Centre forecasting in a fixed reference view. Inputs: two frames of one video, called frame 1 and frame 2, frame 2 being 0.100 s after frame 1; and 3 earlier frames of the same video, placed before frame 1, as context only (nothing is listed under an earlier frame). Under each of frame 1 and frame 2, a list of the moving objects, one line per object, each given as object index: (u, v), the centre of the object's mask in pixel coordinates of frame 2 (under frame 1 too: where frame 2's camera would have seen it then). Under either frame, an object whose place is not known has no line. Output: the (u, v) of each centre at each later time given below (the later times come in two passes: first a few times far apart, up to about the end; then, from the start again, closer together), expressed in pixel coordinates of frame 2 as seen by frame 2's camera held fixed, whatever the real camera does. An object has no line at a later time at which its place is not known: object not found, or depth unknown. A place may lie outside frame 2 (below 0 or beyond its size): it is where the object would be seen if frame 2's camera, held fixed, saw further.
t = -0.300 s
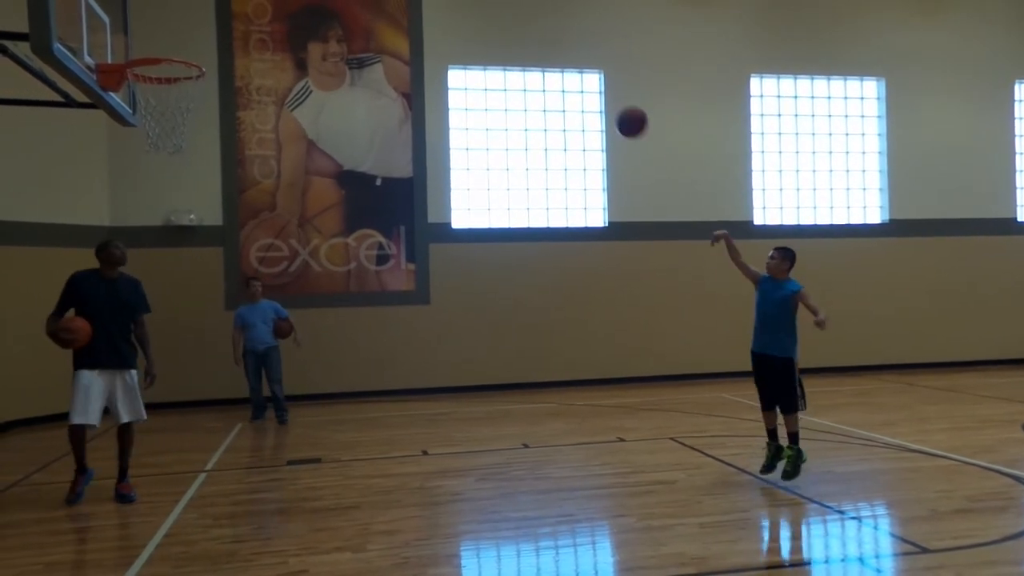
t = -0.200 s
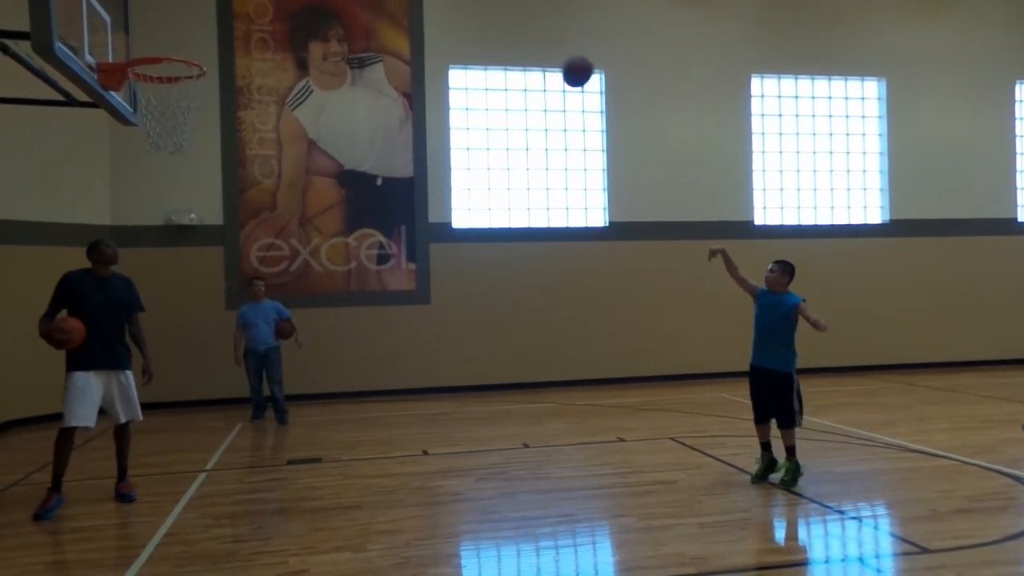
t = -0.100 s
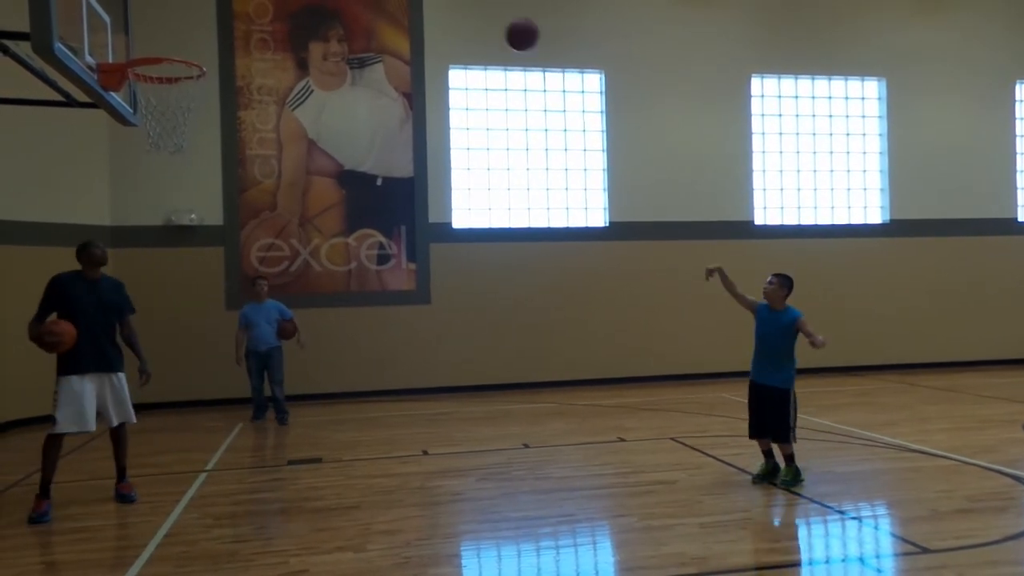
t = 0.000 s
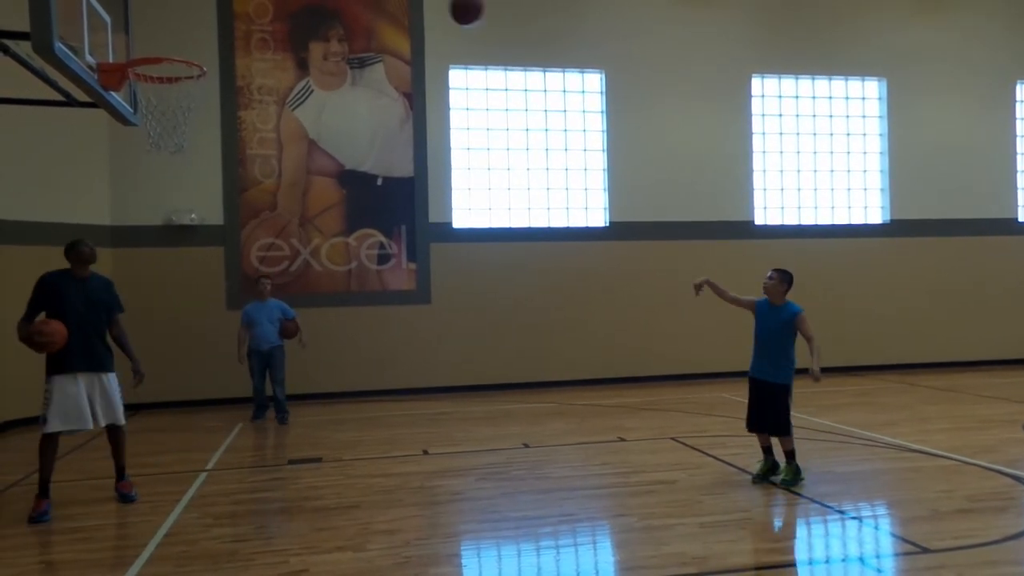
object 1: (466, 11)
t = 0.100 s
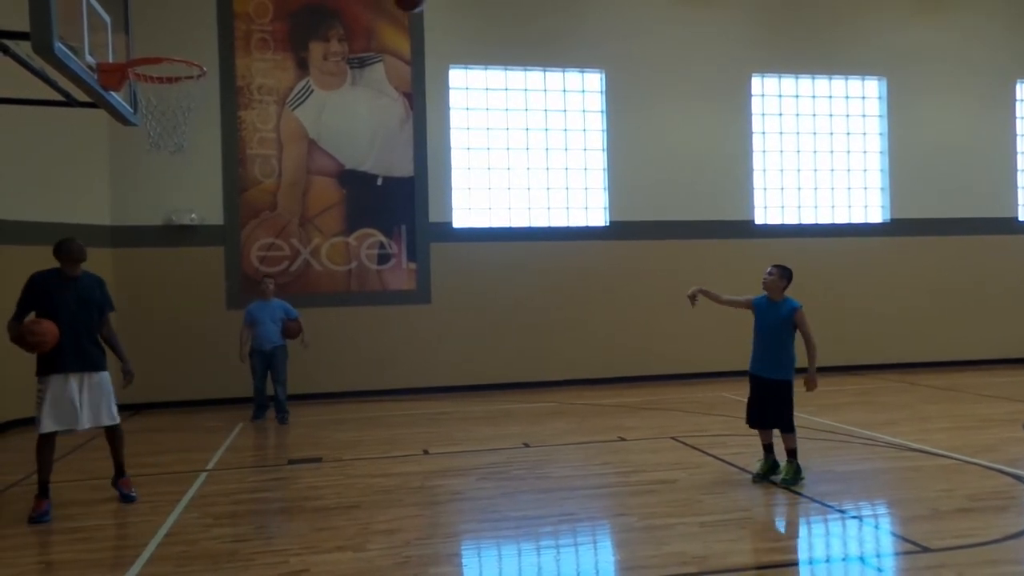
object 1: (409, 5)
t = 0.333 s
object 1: (269, 17)
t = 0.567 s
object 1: (188, 20)
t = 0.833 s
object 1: (154, 28)
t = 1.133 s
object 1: (175, 78)
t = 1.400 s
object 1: (142, 138)
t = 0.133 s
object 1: (391, 5)
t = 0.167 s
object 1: (372, 5)
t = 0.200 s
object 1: (352, 6)
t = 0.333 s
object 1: (269, 17)
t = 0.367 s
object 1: (250, 27)
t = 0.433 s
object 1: (208, 51)
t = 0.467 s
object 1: (201, 45)
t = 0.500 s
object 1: (197, 35)
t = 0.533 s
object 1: (193, 27)
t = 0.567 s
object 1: (188, 20)
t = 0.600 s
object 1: (184, 17)
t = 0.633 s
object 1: (180, 15)
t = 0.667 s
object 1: (175, 14)
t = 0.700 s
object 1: (171, 14)
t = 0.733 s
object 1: (167, 15)
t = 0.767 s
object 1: (162, 17)
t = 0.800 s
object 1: (158, 20)
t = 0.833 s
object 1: (154, 28)
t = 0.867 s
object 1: (150, 36)
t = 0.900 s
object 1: (145, 43)
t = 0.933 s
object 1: (143, 56)
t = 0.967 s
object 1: (151, 59)
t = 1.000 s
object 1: (160, 62)
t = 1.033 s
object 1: (168, 65)
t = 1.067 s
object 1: (177, 70)
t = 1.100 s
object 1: (180, 77)
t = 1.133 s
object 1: (175, 78)
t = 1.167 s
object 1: (170, 81)
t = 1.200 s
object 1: (164, 86)
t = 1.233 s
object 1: (159, 93)
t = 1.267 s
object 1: (154, 103)
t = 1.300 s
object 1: (150, 111)
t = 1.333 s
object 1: (146, 119)
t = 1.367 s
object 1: (144, 128)
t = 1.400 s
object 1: (142, 138)
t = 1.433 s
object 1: (139, 150)
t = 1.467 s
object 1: (136, 165)
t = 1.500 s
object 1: (134, 181)
